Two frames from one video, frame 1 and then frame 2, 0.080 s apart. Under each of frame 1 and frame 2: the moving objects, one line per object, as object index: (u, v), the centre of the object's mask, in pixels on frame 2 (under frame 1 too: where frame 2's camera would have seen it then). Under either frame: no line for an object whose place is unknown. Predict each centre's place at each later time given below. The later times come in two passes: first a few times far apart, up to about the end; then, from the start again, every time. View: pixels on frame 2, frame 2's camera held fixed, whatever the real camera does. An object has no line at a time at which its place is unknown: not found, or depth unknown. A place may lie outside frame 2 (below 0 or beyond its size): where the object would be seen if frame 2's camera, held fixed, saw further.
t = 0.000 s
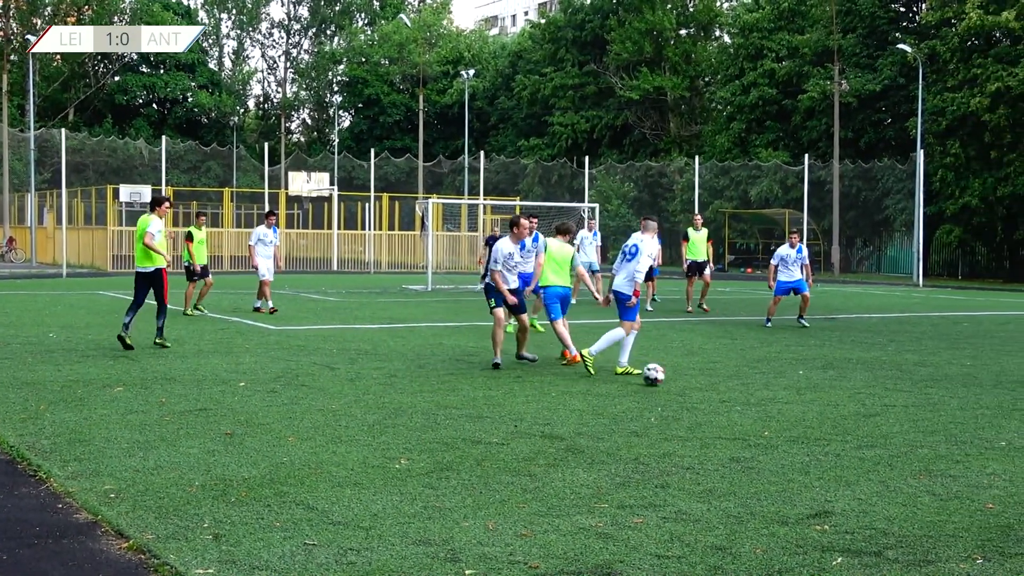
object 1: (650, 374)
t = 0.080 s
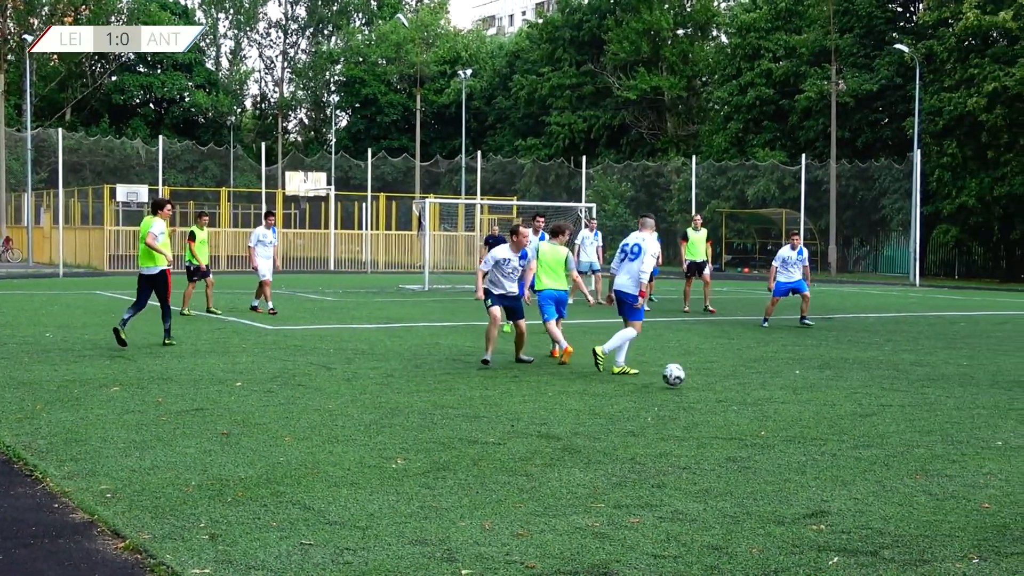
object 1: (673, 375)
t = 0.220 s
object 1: (716, 381)
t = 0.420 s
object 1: (780, 388)
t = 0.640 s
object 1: (856, 400)
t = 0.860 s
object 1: (939, 412)
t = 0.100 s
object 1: (680, 375)
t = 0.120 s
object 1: (685, 376)
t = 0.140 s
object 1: (691, 377)
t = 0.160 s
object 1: (697, 379)
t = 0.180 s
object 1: (704, 382)
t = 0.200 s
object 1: (710, 382)
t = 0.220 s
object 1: (716, 381)
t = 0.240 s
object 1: (722, 381)
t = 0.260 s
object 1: (728, 382)
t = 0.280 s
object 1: (735, 383)
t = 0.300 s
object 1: (741, 384)
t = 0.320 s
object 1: (747, 386)
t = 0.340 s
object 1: (754, 387)
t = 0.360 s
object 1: (760, 387)
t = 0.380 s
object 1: (766, 386)
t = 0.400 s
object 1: (774, 387)
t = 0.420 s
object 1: (780, 388)
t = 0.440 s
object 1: (787, 389)
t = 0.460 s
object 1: (793, 391)
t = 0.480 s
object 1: (800, 393)
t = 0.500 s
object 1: (807, 394)
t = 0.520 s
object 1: (814, 395)
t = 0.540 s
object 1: (820, 395)
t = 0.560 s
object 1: (828, 396)
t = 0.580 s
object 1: (834, 398)
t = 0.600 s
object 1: (841, 399)
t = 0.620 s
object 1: (849, 399)
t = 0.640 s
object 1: (856, 400)
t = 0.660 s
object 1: (864, 401)
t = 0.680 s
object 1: (871, 403)
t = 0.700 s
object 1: (878, 404)
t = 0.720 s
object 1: (885, 405)
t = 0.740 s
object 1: (893, 405)
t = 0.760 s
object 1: (900, 407)
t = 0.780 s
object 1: (908, 408)
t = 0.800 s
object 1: (916, 408)
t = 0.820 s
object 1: (923, 410)
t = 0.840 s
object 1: (931, 411)
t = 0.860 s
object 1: (939, 412)
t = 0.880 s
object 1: (947, 413)
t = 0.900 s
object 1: (955, 414)
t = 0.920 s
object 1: (963, 415)
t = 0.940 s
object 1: (970, 416)
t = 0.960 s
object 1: (978, 417)
